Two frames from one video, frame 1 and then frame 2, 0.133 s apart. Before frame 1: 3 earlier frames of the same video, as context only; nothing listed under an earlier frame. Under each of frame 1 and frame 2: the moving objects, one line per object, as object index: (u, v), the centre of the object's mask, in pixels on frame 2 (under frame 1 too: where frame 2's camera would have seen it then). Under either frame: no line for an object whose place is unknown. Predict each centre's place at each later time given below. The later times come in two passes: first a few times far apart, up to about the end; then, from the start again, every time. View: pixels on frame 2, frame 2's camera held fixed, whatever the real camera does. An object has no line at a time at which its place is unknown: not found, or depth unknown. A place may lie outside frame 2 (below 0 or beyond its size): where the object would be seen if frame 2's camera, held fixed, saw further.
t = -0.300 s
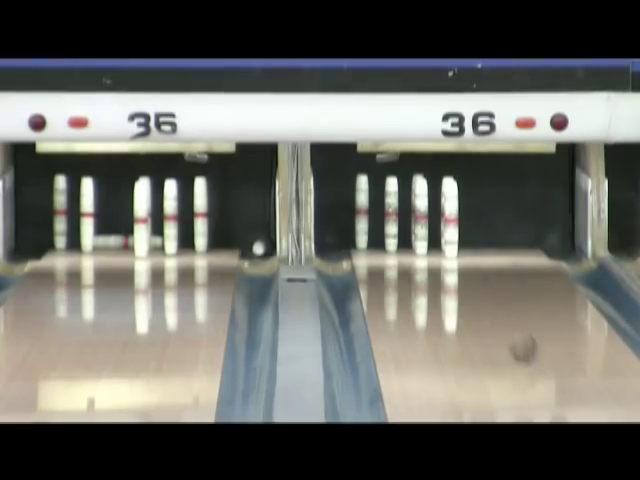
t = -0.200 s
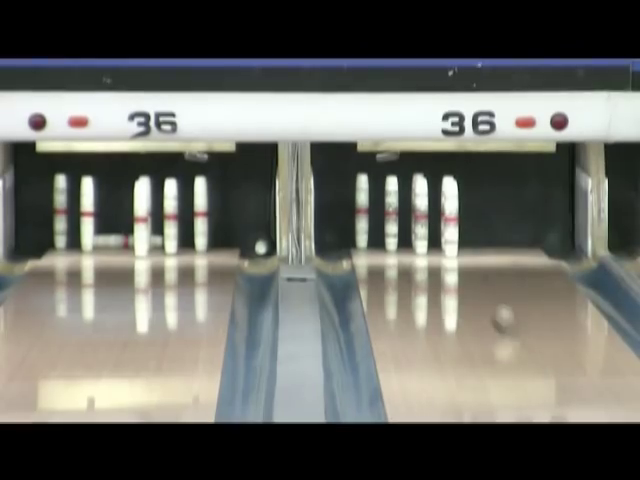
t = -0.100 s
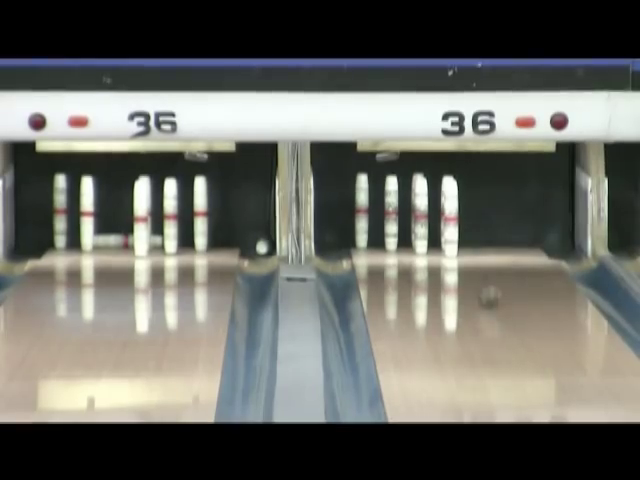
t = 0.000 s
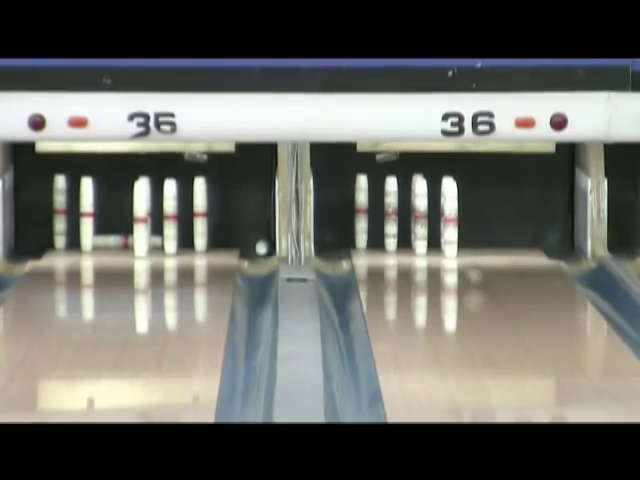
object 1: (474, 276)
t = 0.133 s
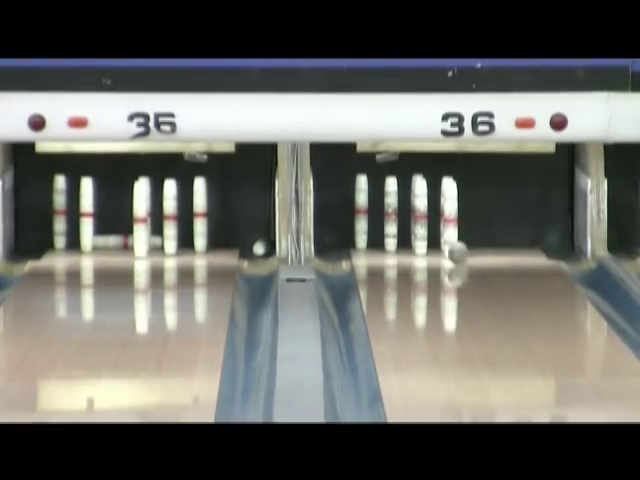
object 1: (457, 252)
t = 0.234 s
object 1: (465, 242)
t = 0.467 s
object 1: (521, 232)
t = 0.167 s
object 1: (455, 248)
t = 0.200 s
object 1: (458, 245)
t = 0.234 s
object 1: (465, 242)
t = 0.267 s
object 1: (473, 240)
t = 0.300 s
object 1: (482, 238)
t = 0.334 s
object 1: (490, 235)
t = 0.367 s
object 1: (499, 234)
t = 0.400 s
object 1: (505, 232)
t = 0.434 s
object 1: (513, 231)
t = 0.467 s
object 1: (521, 232)
